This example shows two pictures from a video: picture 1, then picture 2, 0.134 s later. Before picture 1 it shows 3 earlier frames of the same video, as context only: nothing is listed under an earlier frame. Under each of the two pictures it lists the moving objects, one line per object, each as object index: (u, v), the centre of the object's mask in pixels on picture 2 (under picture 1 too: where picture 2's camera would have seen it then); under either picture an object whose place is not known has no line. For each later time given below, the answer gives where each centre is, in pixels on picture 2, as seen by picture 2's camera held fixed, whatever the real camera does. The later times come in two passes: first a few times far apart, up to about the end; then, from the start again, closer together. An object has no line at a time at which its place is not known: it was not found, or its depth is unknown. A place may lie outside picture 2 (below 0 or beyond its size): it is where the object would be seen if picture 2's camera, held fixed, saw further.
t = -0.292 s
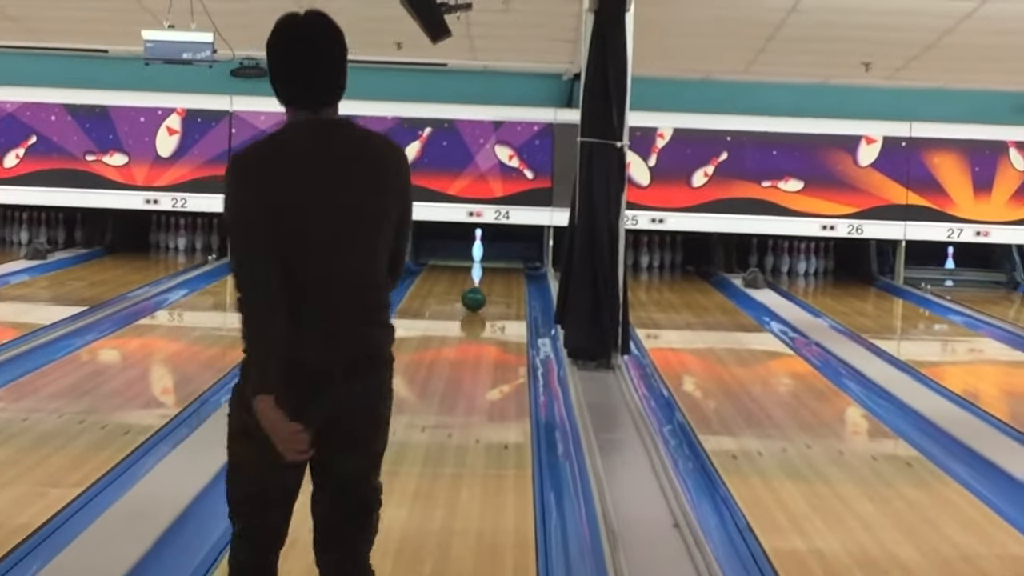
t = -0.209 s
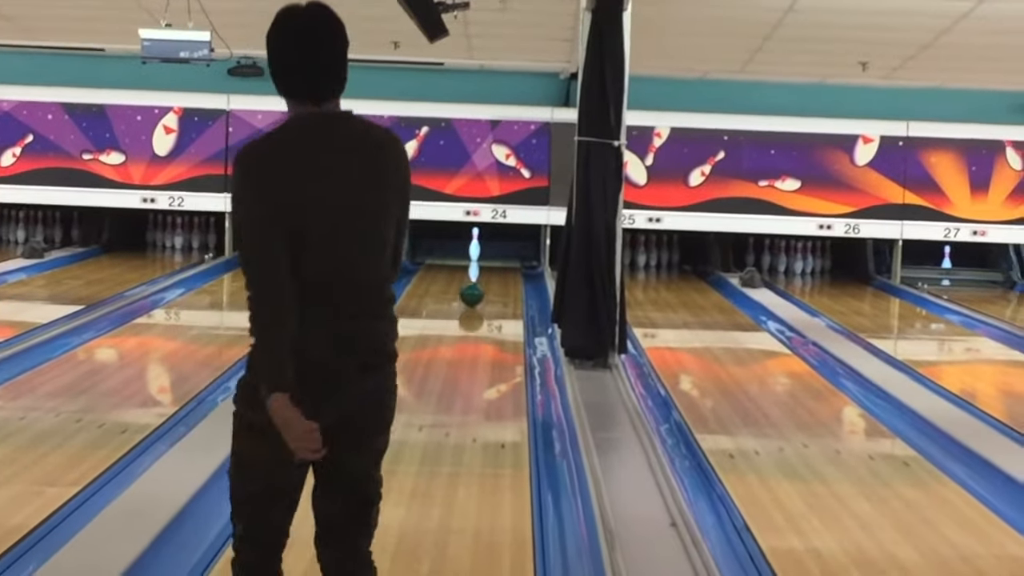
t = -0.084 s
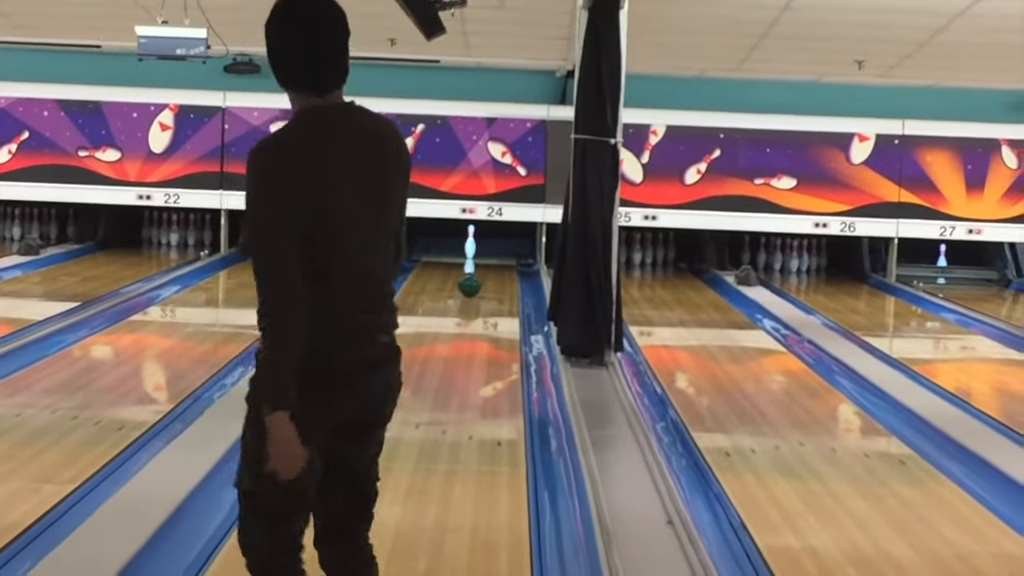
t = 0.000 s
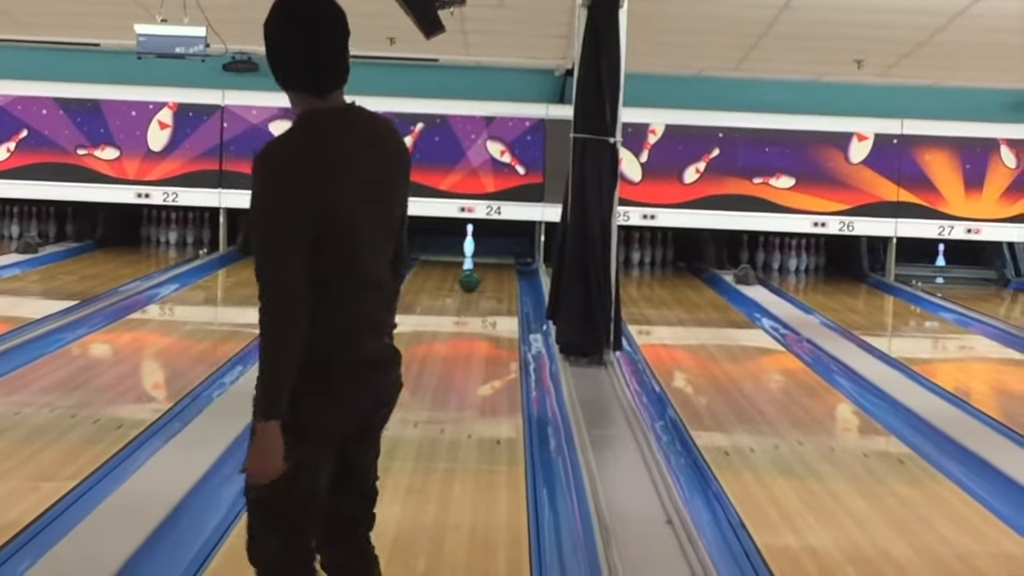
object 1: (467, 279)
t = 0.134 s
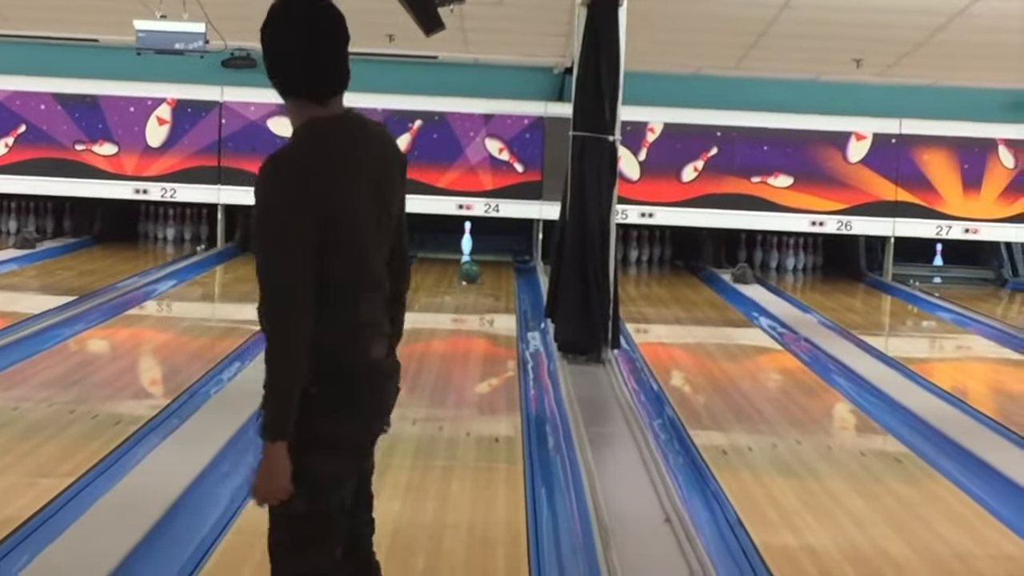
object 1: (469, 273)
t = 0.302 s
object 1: (470, 267)
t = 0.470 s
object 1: (474, 260)
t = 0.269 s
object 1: (470, 267)
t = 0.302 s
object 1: (470, 267)
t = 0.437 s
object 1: (474, 263)
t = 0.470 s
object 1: (474, 260)
